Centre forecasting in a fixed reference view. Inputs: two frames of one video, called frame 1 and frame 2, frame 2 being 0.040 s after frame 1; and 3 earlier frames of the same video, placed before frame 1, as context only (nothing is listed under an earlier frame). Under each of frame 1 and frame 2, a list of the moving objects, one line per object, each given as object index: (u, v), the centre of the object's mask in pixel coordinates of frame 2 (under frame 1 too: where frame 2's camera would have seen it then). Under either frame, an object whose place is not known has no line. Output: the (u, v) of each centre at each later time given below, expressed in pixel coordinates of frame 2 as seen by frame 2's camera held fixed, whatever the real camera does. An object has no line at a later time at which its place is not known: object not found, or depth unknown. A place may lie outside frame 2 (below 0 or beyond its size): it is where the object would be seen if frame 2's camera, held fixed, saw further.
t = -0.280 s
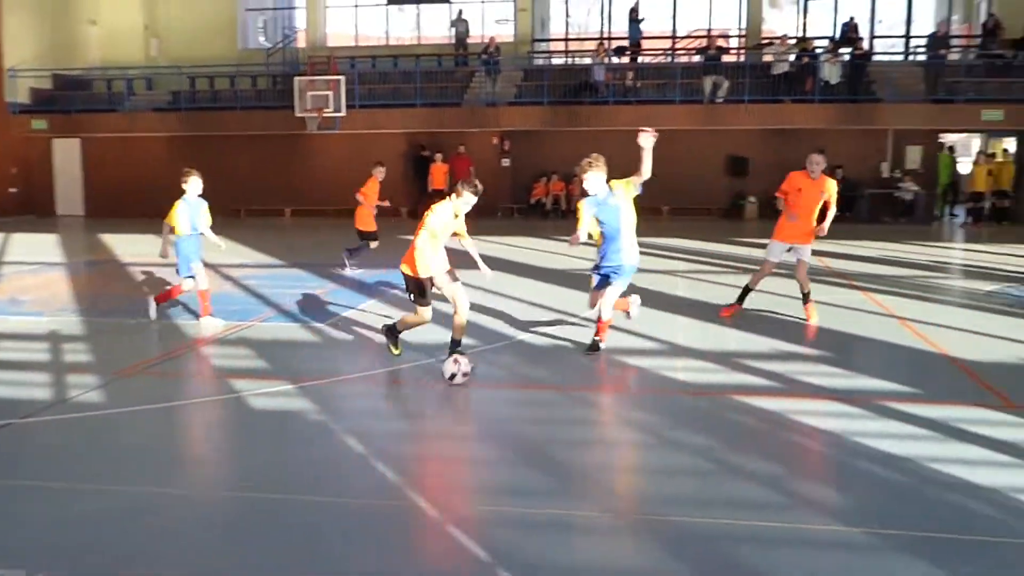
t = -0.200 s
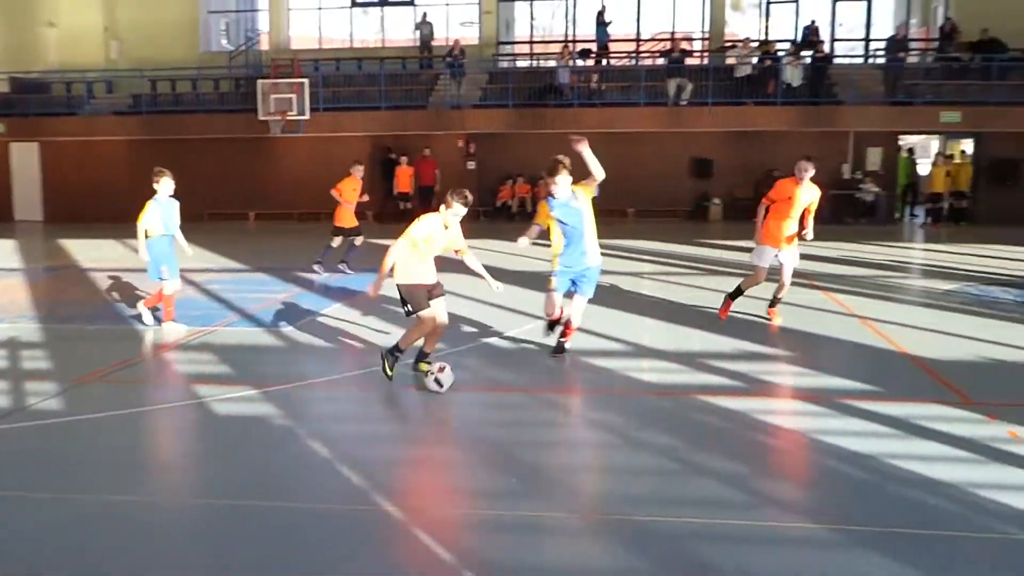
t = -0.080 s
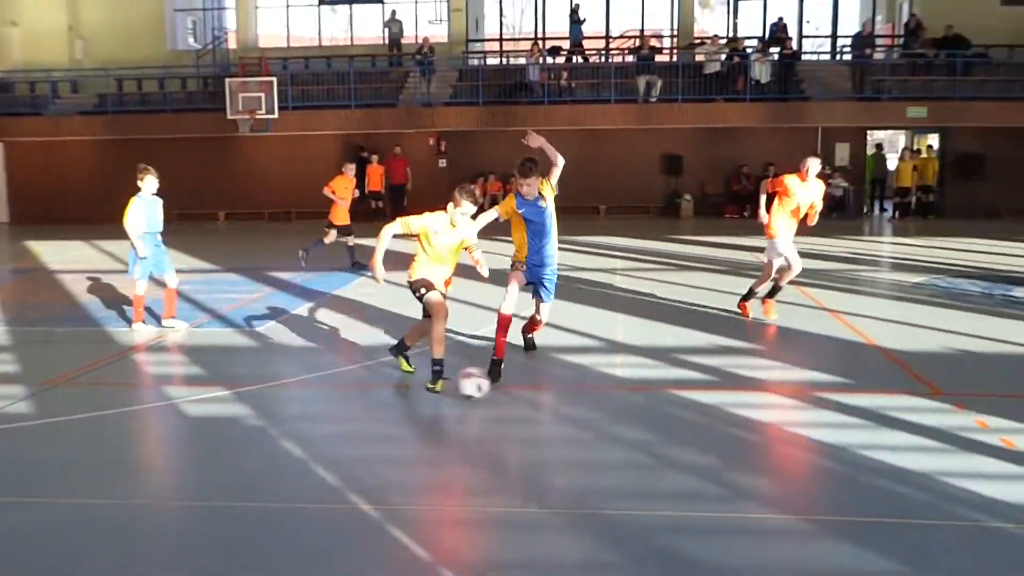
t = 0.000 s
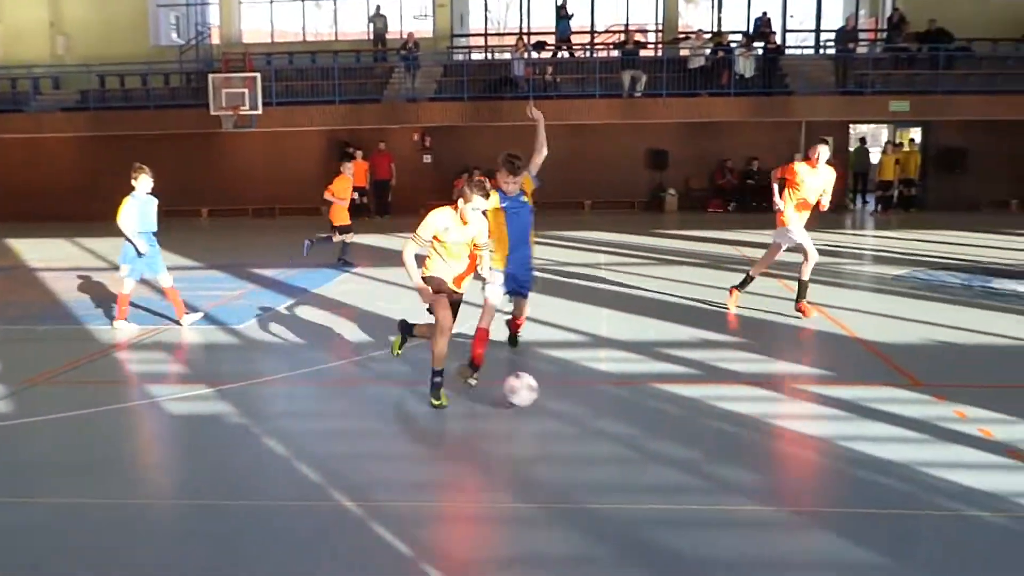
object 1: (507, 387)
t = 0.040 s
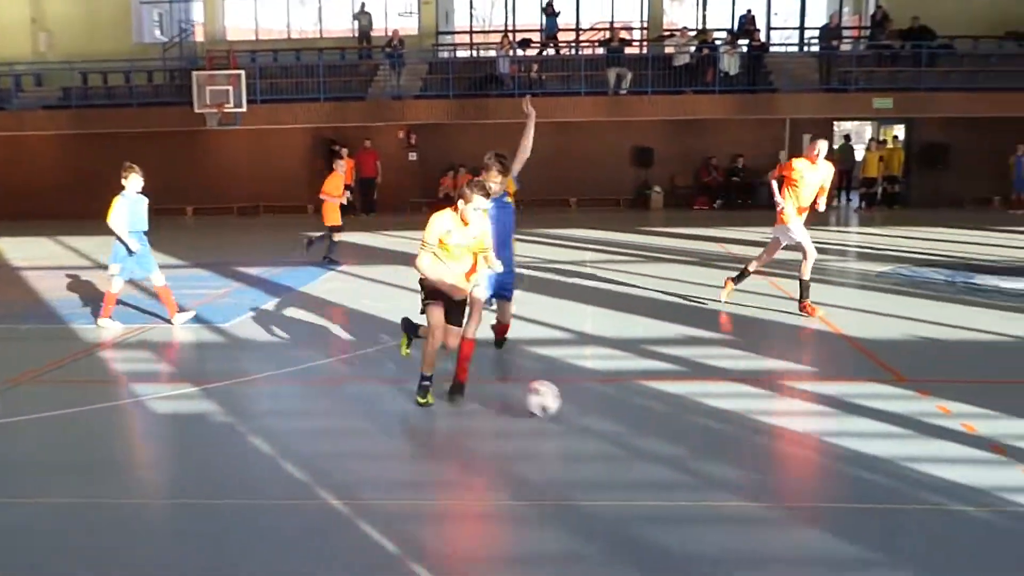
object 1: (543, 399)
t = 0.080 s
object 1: (581, 414)
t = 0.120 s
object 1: (623, 428)
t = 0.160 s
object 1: (666, 439)
